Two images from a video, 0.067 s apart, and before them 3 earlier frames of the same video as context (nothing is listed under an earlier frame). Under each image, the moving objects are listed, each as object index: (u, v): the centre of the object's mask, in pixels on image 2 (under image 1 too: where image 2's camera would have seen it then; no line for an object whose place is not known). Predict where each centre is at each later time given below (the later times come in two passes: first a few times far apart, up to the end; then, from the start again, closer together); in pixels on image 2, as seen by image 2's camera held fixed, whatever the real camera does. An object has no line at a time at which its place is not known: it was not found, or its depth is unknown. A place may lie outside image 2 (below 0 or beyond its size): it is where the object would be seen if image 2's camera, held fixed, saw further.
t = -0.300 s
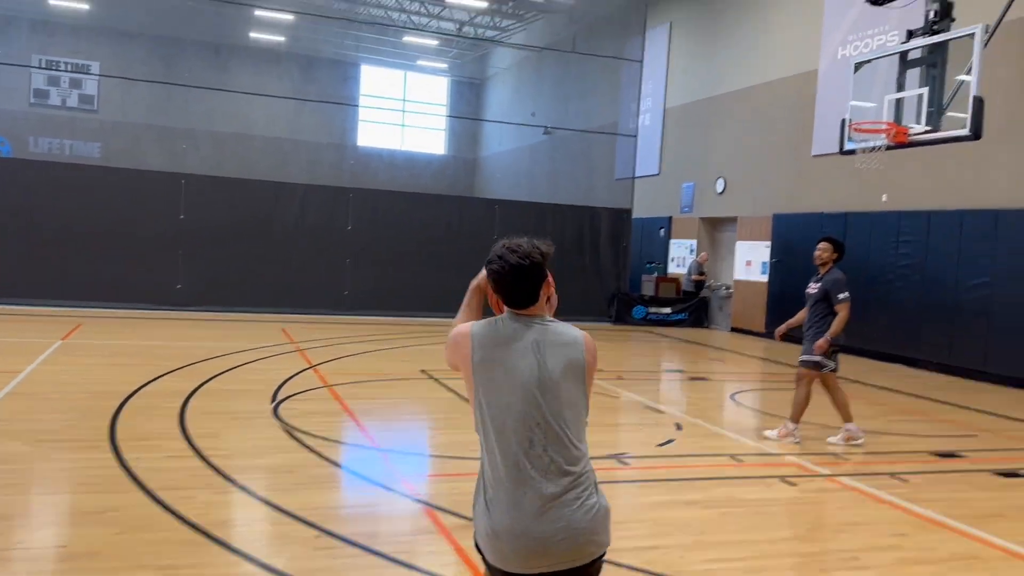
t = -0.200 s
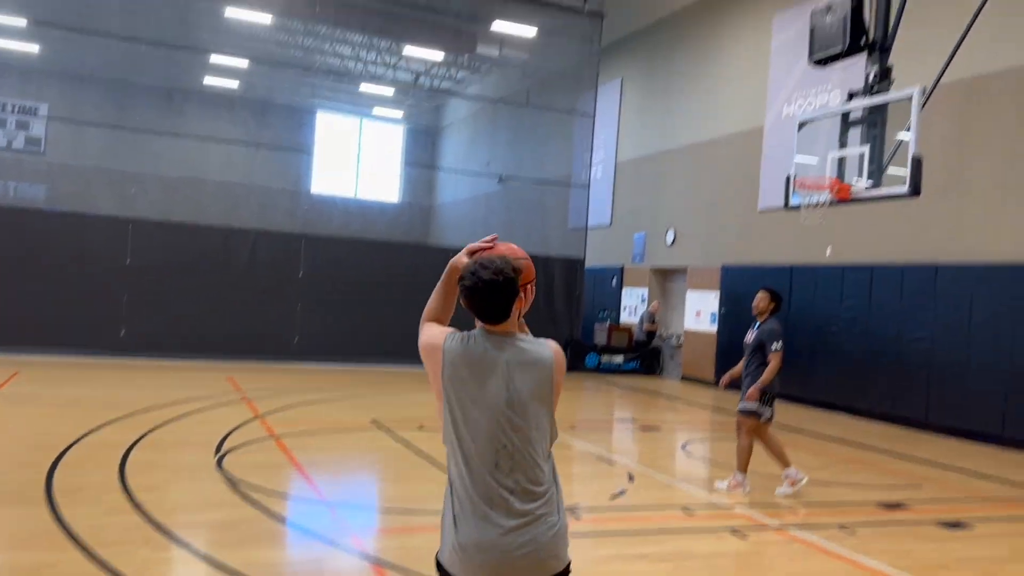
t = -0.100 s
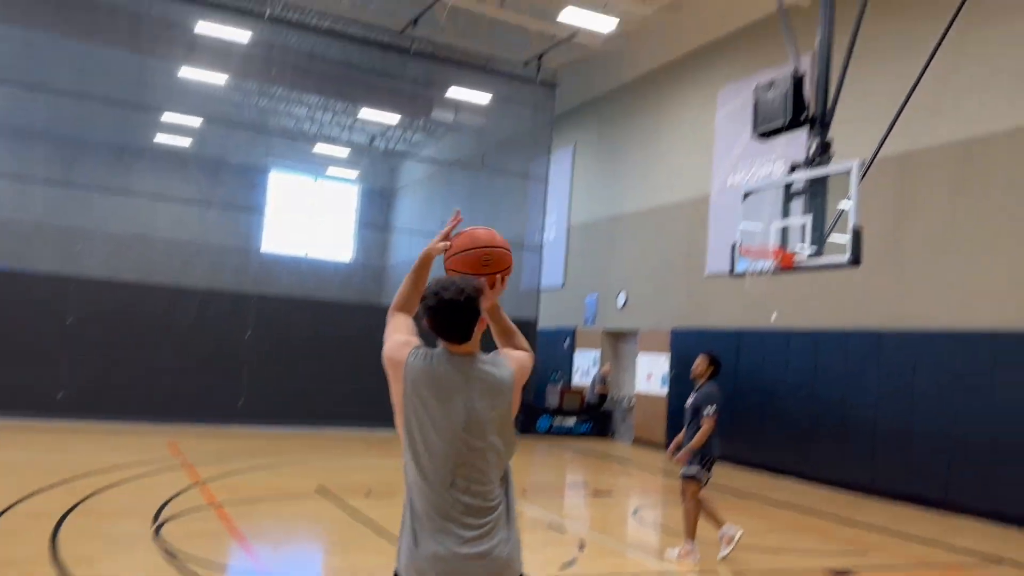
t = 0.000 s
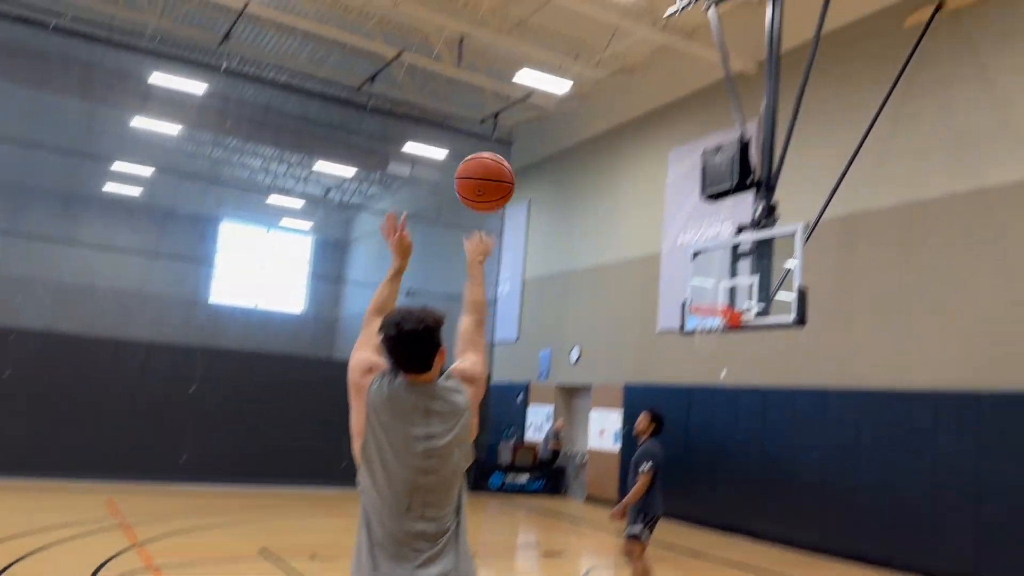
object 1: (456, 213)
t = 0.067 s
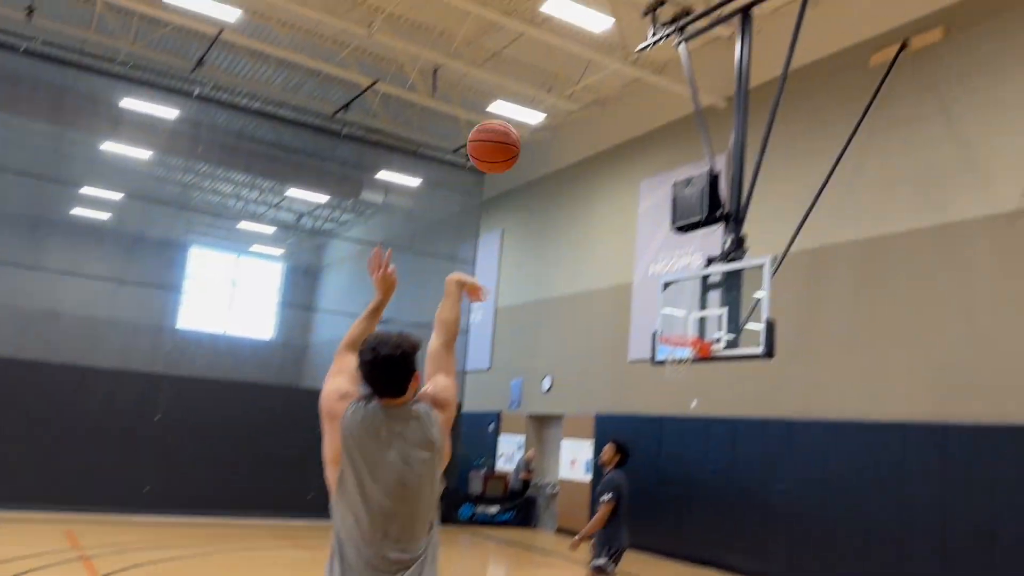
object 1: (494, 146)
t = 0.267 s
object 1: (565, 54)
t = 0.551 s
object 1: (620, 55)
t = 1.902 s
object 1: (672, 418)
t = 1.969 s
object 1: (667, 442)
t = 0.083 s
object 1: (501, 135)
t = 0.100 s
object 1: (509, 122)
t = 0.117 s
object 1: (516, 111)
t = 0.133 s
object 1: (523, 102)
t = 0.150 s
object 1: (530, 93)
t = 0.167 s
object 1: (535, 85)
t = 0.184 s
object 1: (541, 78)
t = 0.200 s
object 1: (546, 72)
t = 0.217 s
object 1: (551, 67)
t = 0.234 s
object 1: (556, 62)
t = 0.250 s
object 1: (561, 57)
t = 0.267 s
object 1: (565, 54)
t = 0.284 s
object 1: (570, 51)
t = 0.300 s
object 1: (574, 48)
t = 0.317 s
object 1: (577, 46)
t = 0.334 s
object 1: (581, 45)
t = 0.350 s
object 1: (585, 44)
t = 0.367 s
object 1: (589, 43)
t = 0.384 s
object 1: (592, 43)
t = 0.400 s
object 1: (595, 43)
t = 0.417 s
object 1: (598, 43)
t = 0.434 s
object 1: (602, 43)
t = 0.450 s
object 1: (605, 44)
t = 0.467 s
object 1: (608, 45)
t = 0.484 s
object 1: (610, 46)
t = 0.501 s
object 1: (613, 48)
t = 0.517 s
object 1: (615, 50)
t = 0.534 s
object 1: (618, 52)
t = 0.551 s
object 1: (620, 55)
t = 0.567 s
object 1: (623, 58)
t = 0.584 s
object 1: (625, 61)
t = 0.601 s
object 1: (627, 64)
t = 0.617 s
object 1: (629, 68)
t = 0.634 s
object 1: (631, 72)
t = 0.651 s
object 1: (633, 75)
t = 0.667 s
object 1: (635, 80)
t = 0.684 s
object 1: (637, 84)
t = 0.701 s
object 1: (639, 88)
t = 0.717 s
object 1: (640, 93)
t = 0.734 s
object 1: (642, 98)
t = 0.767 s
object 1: (645, 108)
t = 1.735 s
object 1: (678, 374)
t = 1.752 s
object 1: (677, 376)
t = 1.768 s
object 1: (677, 382)
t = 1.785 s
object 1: (676, 385)
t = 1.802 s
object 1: (675, 389)
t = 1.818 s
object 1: (674, 393)
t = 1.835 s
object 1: (674, 398)
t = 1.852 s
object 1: (673, 402)
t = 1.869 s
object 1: (673, 408)
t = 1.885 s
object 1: (673, 413)
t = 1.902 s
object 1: (672, 418)
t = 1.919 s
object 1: (671, 424)
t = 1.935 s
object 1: (670, 429)
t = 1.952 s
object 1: (668, 435)
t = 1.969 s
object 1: (667, 442)
